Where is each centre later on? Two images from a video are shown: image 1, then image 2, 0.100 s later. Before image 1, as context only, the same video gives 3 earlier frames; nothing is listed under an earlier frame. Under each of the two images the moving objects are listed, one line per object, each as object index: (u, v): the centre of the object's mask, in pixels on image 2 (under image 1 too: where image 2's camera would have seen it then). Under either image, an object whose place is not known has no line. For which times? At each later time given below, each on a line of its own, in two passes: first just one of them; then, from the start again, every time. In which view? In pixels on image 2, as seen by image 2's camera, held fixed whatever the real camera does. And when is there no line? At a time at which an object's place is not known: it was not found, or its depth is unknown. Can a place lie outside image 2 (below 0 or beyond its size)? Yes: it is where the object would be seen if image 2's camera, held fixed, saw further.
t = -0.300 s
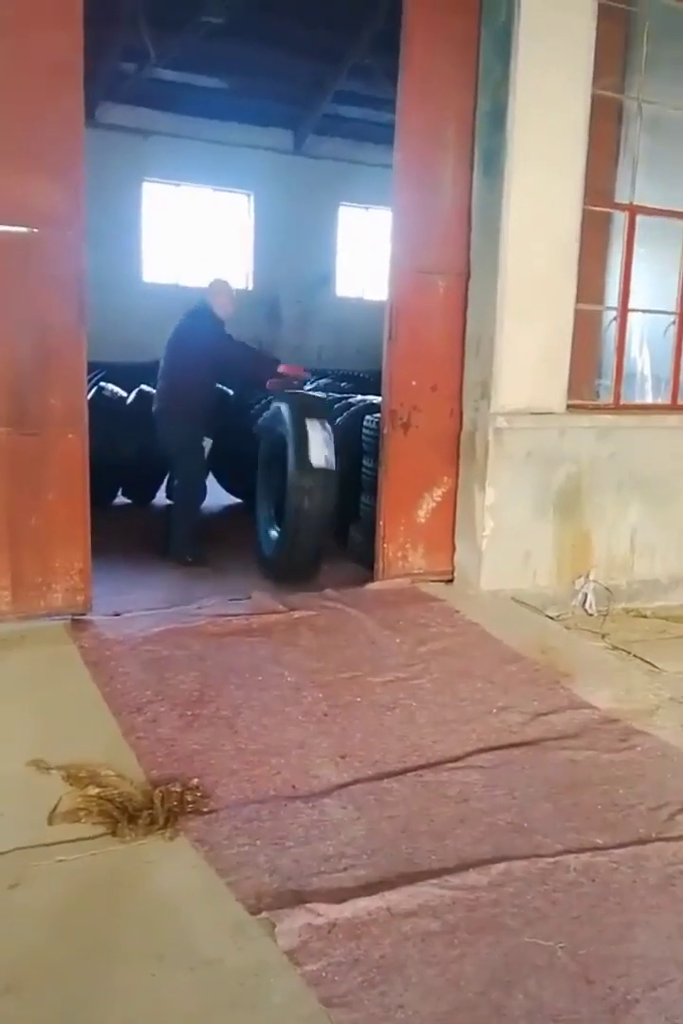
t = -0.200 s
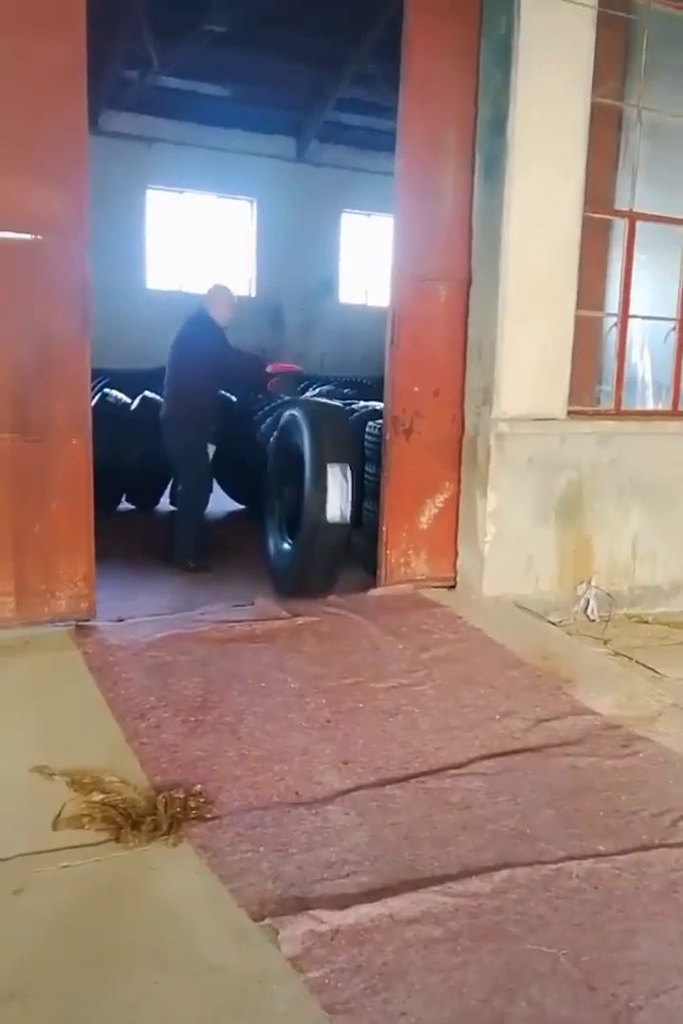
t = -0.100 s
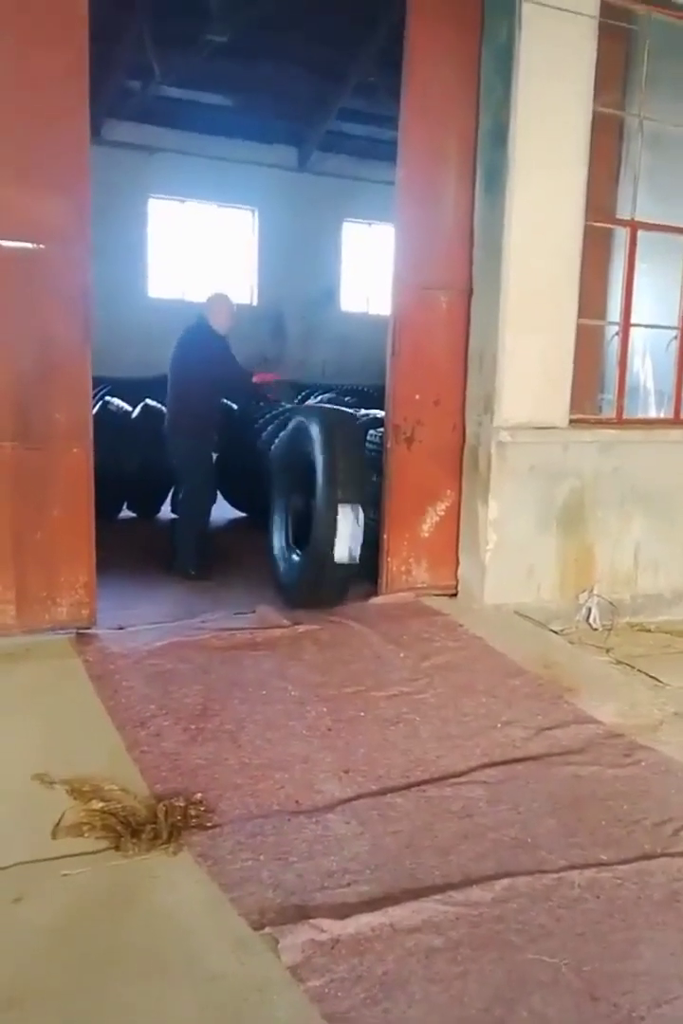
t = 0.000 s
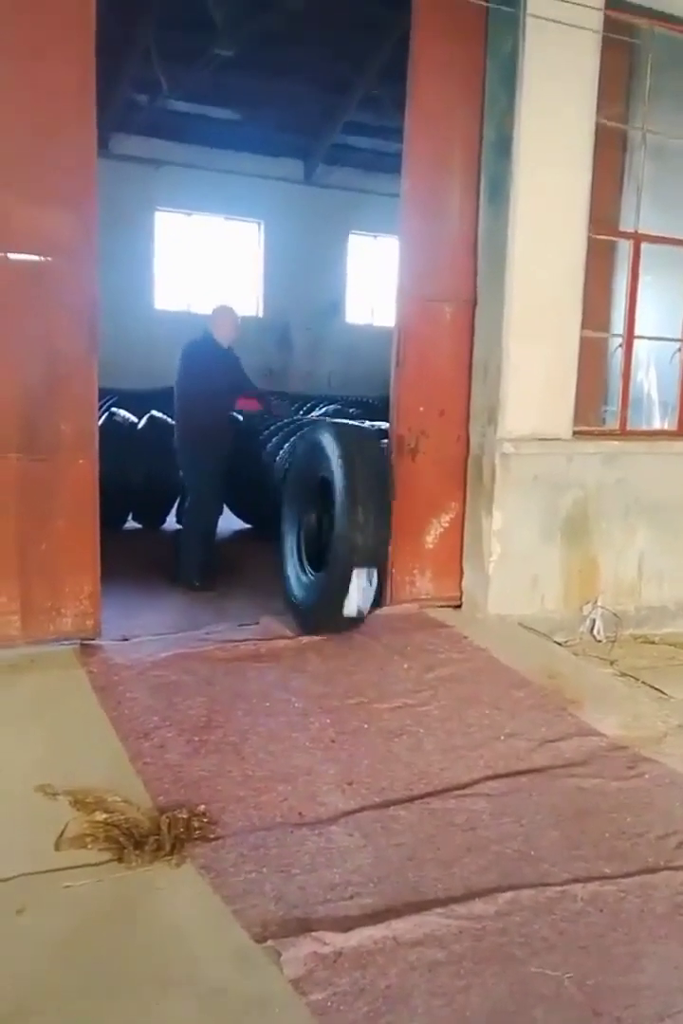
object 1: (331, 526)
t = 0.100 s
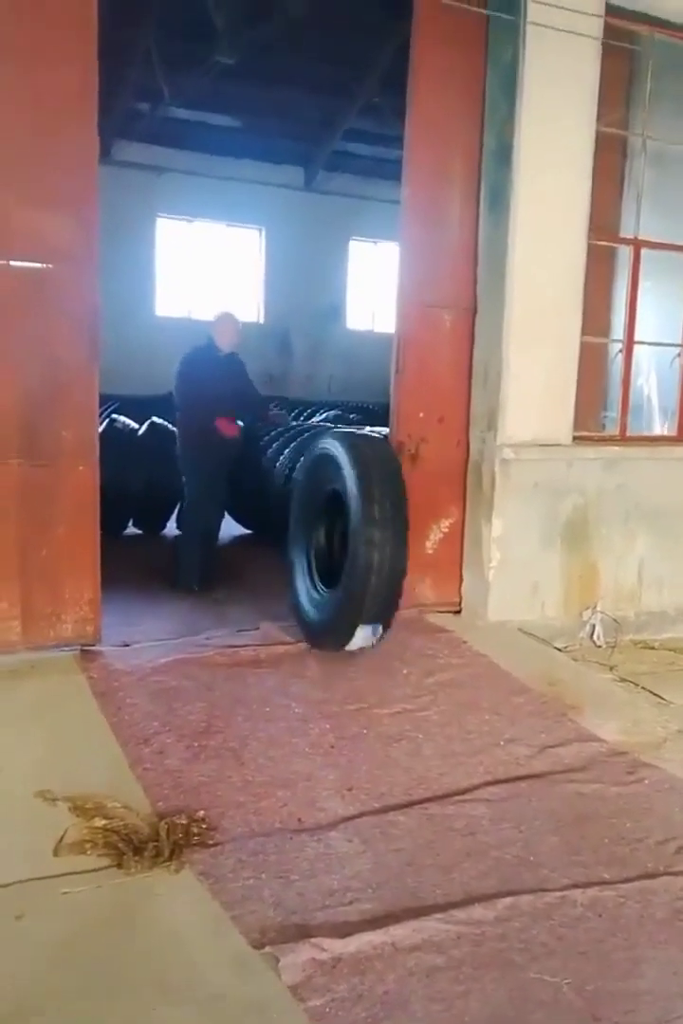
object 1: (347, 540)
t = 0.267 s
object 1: (373, 563)
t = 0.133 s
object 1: (351, 543)
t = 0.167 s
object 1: (354, 544)
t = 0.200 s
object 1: (358, 549)
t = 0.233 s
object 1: (364, 554)
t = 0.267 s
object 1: (373, 563)
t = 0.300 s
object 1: (378, 569)
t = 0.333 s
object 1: (383, 573)
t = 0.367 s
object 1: (388, 577)
